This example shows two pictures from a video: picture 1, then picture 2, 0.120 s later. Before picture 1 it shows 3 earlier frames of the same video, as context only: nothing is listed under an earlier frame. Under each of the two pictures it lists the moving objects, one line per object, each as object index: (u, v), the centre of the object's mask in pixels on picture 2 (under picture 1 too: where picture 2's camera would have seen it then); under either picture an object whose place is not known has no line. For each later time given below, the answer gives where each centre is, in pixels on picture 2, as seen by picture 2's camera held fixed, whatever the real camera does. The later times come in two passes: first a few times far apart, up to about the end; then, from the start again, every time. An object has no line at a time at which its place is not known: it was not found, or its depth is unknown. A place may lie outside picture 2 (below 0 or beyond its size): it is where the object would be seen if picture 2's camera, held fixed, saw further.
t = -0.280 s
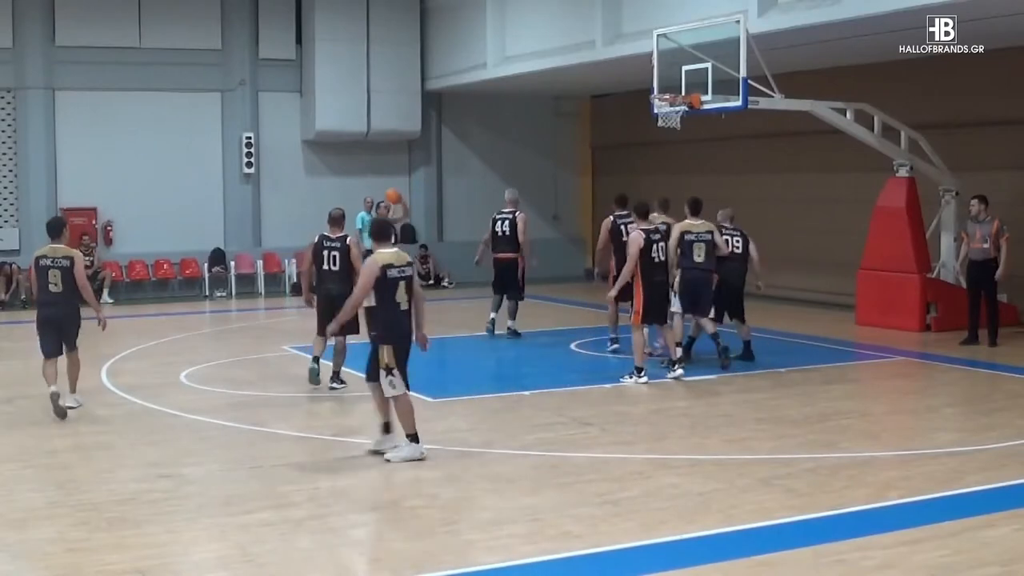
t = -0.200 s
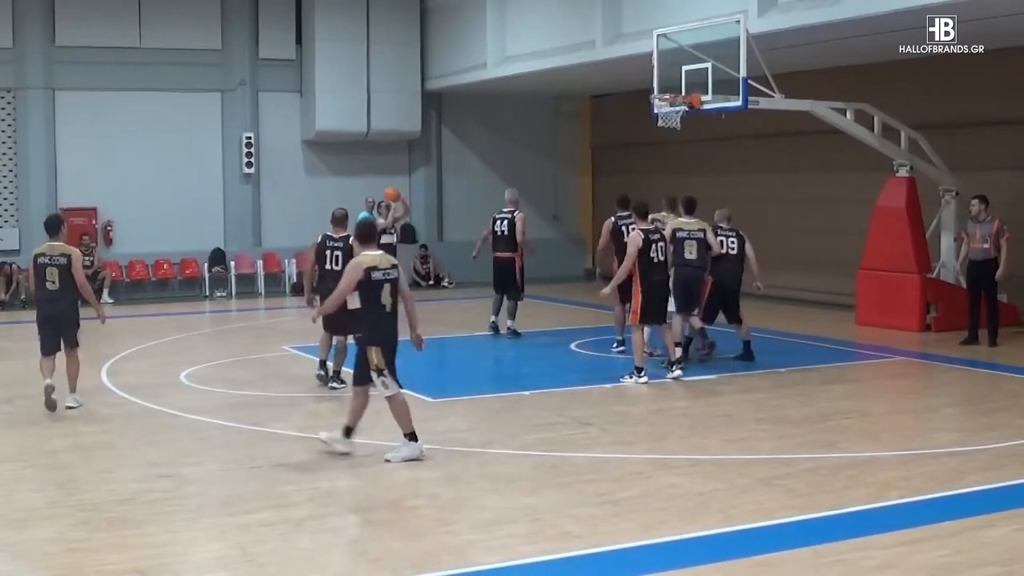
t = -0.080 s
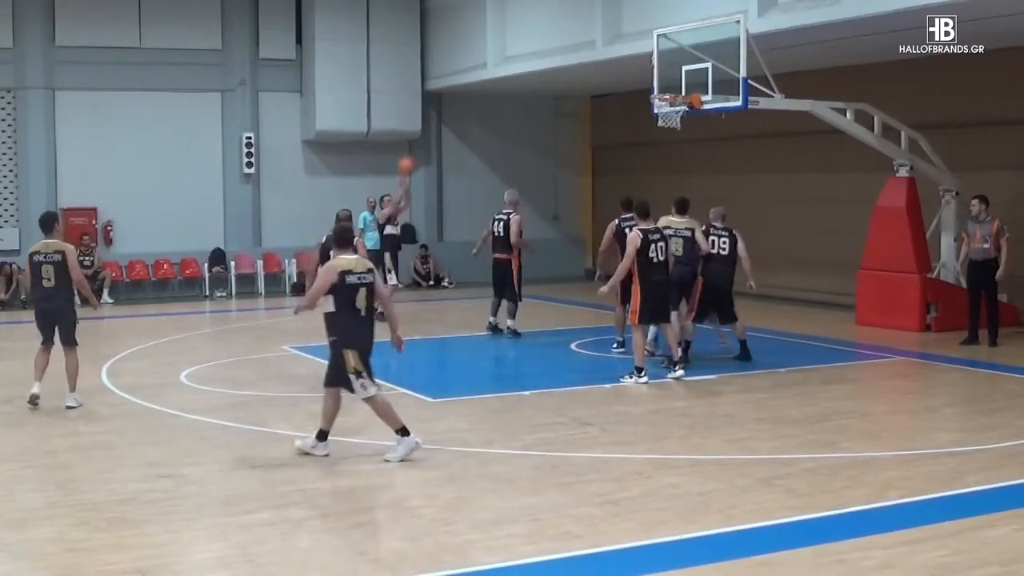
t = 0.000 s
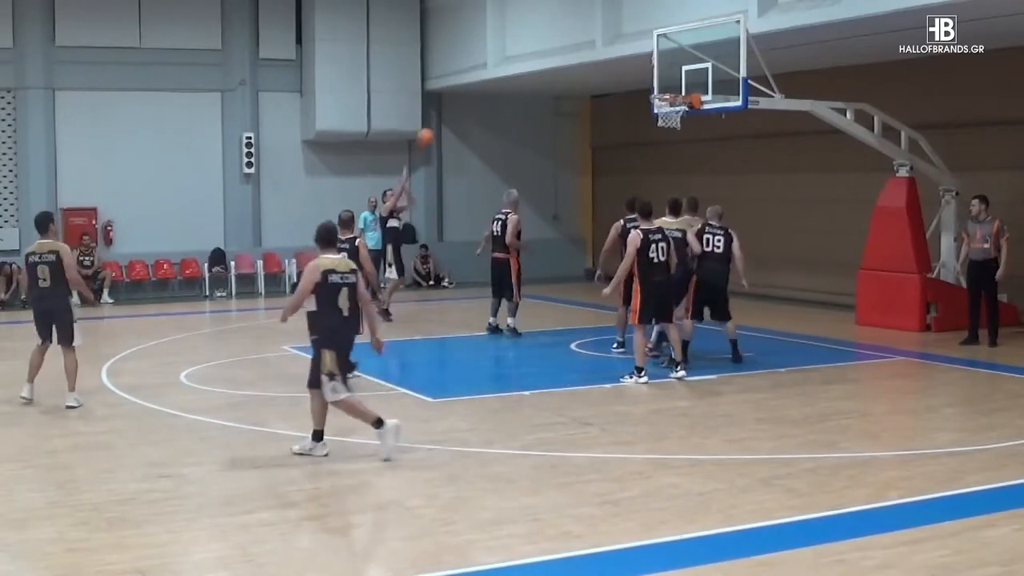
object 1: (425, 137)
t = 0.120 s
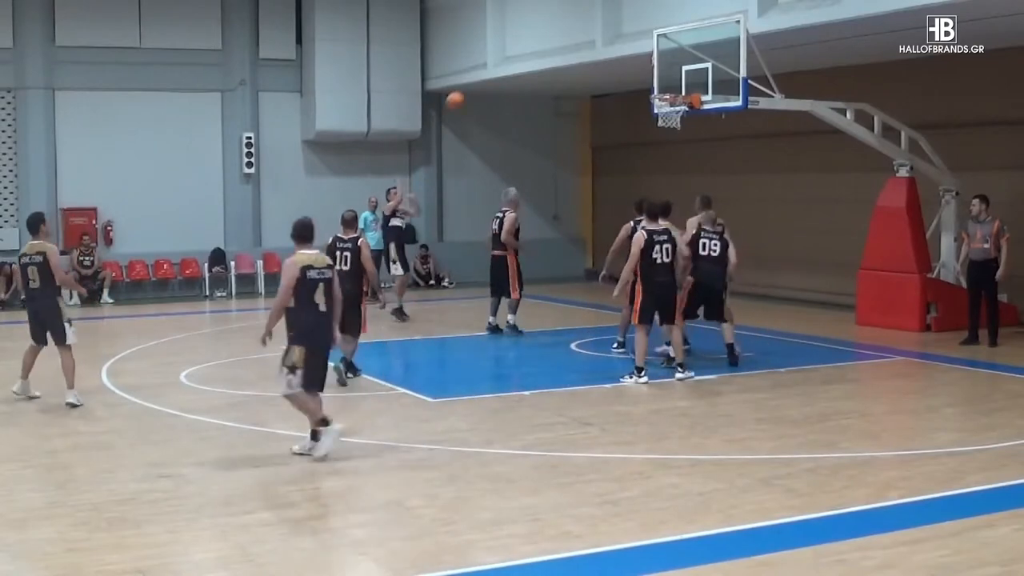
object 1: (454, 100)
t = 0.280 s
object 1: (498, 65)
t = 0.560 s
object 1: (578, 47)
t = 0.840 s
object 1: (665, 86)
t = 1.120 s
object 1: (663, 116)
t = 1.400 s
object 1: (670, 165)
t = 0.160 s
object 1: (464, 90)
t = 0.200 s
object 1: (477, 82)
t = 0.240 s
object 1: (487, 73)
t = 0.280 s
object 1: (498, 65)
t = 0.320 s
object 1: (509, 59)
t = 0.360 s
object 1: (520, 55)
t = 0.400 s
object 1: (531, 51)
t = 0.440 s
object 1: (542, 48)
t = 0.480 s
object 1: (554, 47)
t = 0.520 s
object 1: (566, 46)
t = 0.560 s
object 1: (578, 47)
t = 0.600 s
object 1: (590, 49)
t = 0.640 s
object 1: (602, 52)
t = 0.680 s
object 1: (615, 57)
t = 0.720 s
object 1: (627, 63)
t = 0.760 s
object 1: (640, 68)
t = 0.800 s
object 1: (651, 77)
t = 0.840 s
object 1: (665, 86)
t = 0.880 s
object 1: (674, 98)
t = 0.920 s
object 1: (671, 107)
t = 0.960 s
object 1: (668, 111)
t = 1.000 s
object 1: (663, 110)
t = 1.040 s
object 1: (663, 112)
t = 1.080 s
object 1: (664, 112)
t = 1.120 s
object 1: (663, 116)
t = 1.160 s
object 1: (663, 120)
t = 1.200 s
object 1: (665, 127)
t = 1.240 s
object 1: (667, 131)
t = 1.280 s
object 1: (668, 137)
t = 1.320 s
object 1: (669, 145)
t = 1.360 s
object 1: (670, 154)
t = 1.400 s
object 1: (670, 165)
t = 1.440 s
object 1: (671, 177)
